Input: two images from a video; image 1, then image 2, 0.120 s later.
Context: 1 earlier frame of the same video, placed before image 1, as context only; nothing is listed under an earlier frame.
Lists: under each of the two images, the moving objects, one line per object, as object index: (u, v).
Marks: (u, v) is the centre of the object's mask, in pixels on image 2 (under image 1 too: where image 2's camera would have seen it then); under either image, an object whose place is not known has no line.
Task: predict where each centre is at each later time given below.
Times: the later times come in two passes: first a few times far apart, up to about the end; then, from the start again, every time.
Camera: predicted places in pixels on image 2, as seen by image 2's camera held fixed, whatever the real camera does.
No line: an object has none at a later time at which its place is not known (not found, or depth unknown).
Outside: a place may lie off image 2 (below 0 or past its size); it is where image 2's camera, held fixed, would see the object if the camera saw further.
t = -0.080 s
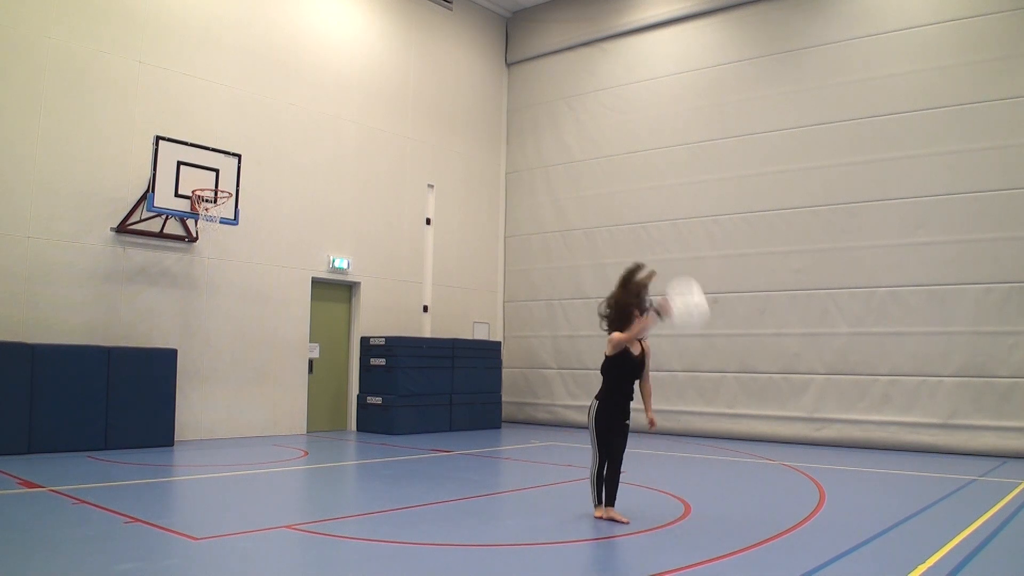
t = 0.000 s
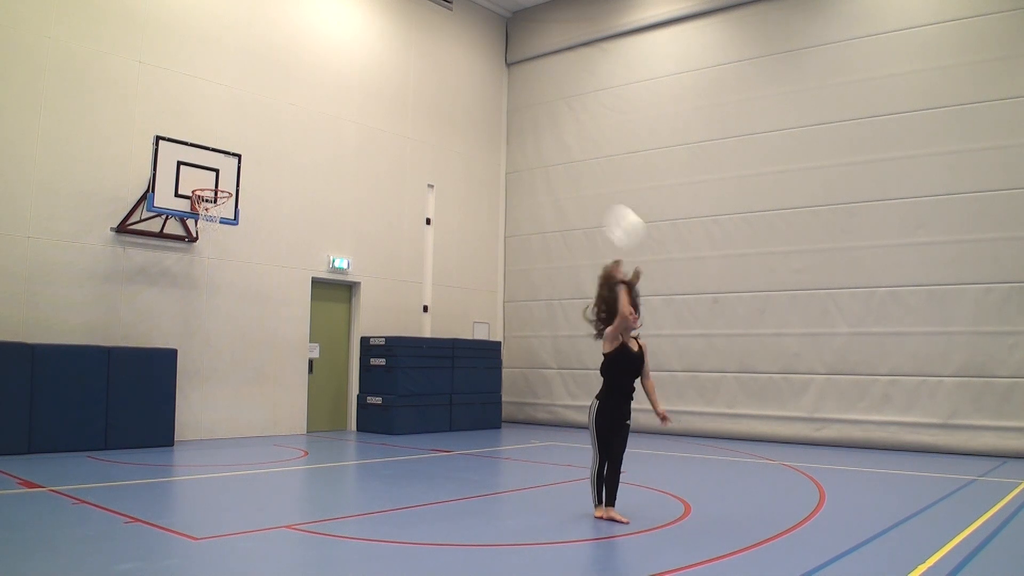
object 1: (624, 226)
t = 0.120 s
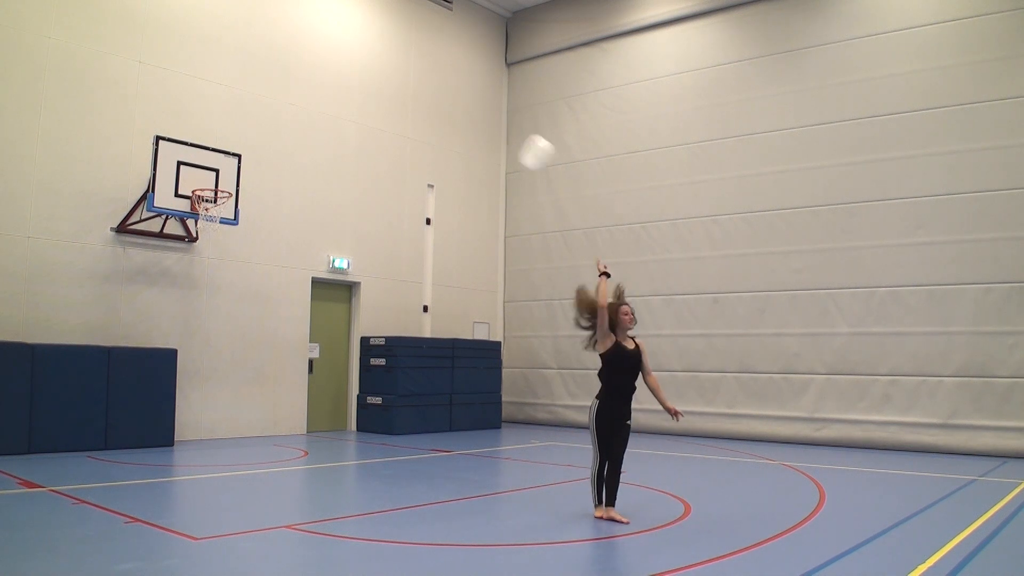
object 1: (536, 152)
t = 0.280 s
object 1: (445, 99)
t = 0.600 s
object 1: (314, 90)
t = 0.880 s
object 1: (229, 148)
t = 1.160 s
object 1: (219, 192)
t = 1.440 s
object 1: (200, 224)
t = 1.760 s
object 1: (198, 312)
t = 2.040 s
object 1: (197, 435)
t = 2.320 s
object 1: (207, 431)
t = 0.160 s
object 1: (511, 135)
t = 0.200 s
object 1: (487, 120)
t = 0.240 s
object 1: (465, 109)
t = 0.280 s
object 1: (445, 99)
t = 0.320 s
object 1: (426, 92)
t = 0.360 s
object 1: (407, 87)
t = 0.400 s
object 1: (390, 84)
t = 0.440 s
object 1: (374, 81)
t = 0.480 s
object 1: (357, 82)
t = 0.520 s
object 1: (342, 83)
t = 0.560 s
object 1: (328, 86)
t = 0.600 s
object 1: (314, 90)
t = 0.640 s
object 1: (300, 96)
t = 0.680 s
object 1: (288, 102)
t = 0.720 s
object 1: (276, 108)
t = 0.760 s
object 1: (263, 117)
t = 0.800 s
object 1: (251, 127)
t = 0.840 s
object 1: (241, 136)
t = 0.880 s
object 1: (229, 148)
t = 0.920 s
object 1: (219, 162)
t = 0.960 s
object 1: (216, 171)
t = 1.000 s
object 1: (221, 183)
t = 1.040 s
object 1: (222, 186)
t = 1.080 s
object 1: (229, 189)
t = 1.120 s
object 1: (225, 186)
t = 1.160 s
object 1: (219, 192)
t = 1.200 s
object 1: (215, 195)
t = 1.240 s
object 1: (211, 199)
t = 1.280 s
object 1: (207, 202)
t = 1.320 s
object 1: (205, 209)
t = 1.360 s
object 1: (203, 214)
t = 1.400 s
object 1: (202, 219)
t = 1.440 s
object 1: (200, 224)
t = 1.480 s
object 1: (200, 231)
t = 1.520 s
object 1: (200, 240)
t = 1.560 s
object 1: (200, 249)
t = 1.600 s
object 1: (200, 260)
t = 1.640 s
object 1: (199, 271)
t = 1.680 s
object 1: (199, 284)
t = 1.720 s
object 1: (198, 298)
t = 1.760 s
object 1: (198, 312)
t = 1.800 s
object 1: (198, 327)
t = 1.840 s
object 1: (198, 343)
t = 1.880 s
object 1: (198, 360)
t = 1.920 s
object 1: (197, 377)
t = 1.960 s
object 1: (198, 396)
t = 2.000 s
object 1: (197, 414)
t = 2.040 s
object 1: (197, 435)
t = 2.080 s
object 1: (197, 443)
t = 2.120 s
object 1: (200, 438)
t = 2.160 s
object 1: (202, 433)
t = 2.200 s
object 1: (203, 431)
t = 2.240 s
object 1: (205, 430)
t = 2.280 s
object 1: (206, 430)
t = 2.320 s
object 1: (207, 431)
